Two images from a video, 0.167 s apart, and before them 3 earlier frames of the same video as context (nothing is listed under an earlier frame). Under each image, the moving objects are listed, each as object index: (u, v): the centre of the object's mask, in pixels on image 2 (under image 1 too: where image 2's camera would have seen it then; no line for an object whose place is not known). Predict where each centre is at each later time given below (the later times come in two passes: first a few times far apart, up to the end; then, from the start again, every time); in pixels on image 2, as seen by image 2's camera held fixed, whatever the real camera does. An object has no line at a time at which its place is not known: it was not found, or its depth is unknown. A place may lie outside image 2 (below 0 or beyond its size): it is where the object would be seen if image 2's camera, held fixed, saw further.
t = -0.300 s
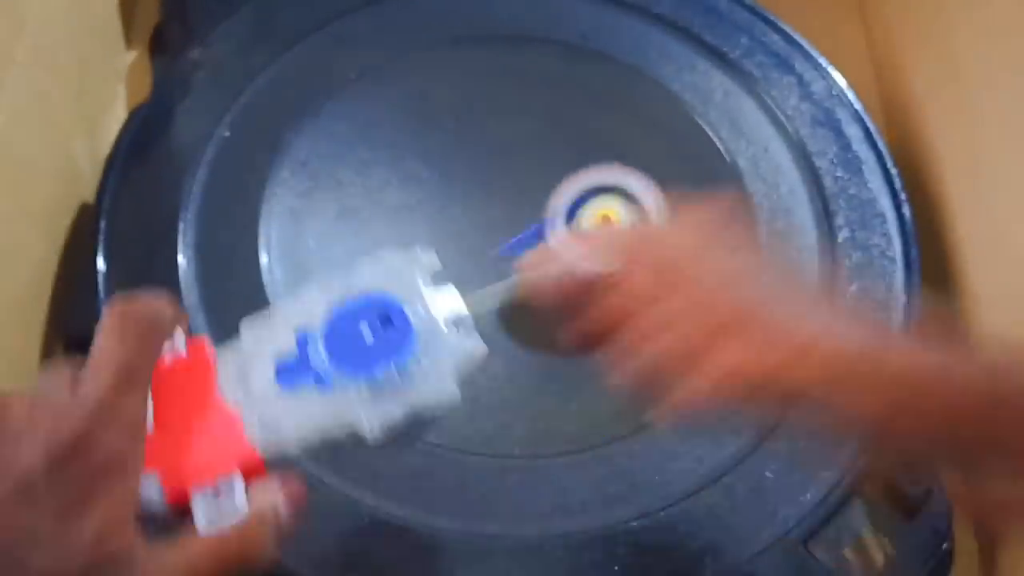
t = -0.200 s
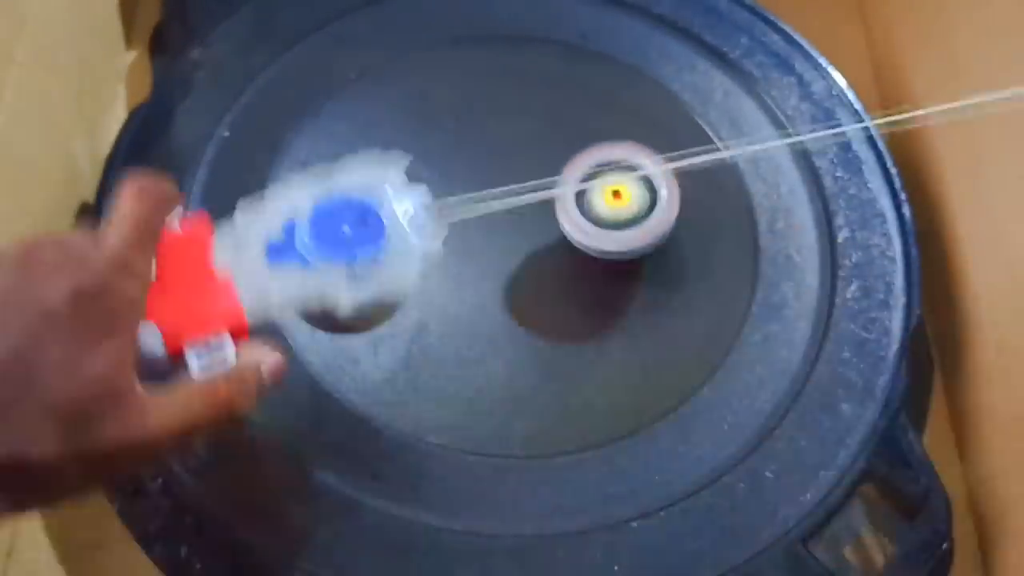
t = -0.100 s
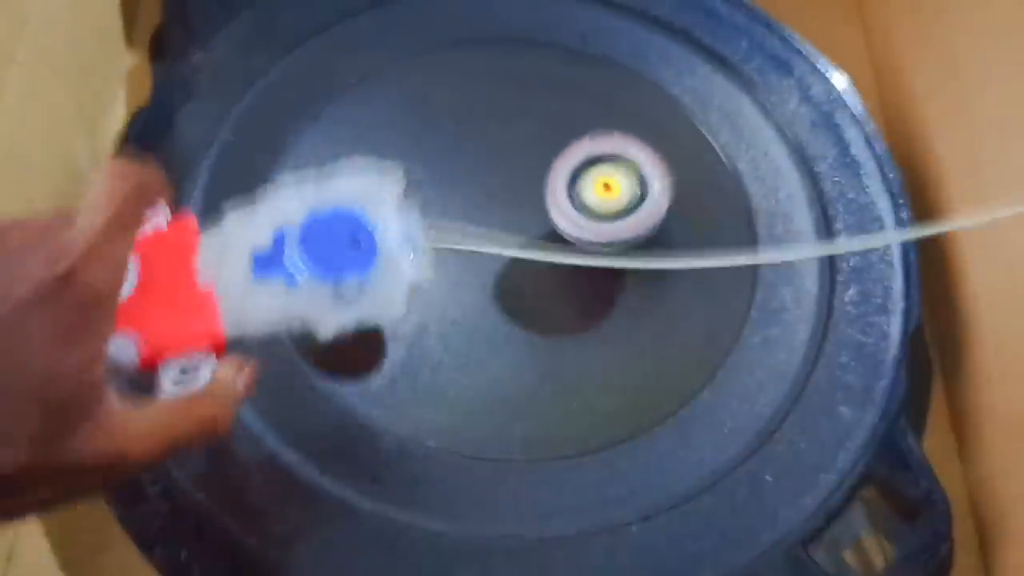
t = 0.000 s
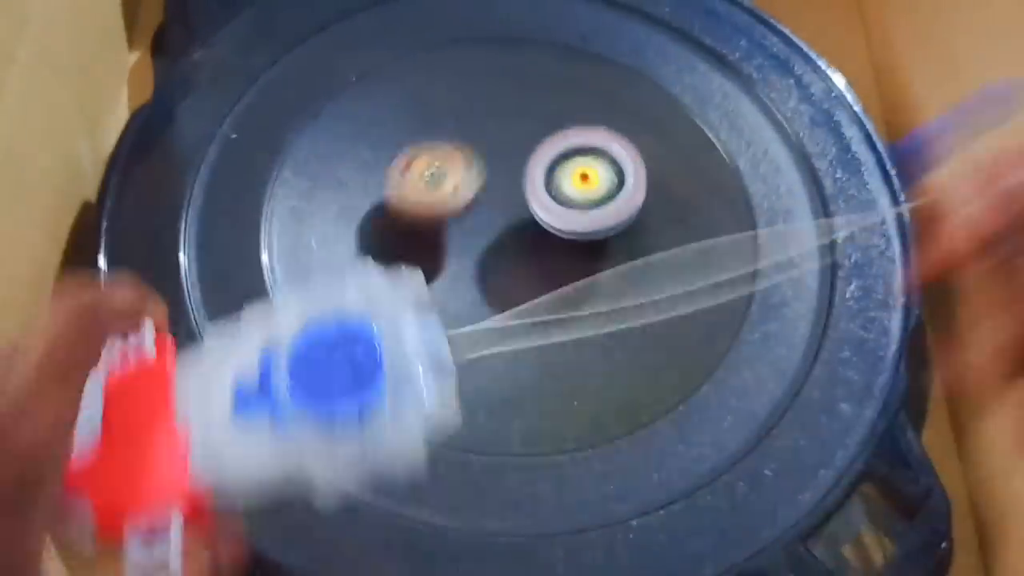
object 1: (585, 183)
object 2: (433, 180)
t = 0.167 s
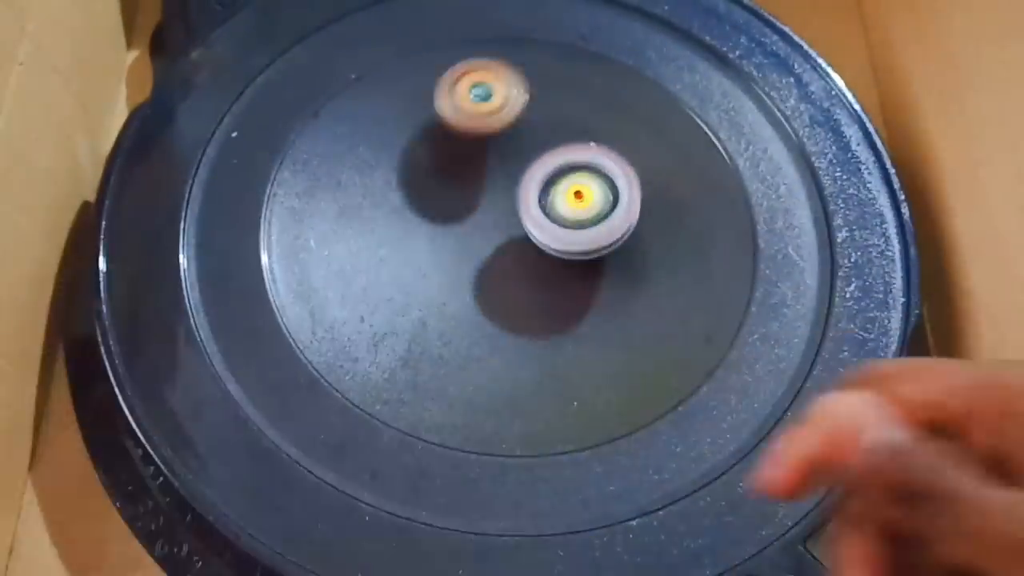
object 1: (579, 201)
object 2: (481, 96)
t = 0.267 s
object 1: (573, 212)
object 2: (533, 92)
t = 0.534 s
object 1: (562, 253)
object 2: (611, 152)
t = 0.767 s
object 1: (552, 281)
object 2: (617, 171)
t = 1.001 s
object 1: (540, 284)
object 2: (569, 187)
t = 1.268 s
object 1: (506, 268)
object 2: (525, 168)
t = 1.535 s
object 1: (454, 236)
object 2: (498, 155)
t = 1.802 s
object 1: (421, 233)
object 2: (497, 165)
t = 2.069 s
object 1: (429, 238)
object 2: (520, 190)
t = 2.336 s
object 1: (457, 233)
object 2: (587, 215)
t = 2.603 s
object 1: (474, 193)
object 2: (570, 257)
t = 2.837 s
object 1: (467, 166)
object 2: (536, 265)
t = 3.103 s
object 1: (467, 158)
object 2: (516, 260)
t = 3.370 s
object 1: (485, 155)
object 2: (516, 260)
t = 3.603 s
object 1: (510, 159)
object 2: (522, 267)
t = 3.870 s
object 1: (530, 159)
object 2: (517, 263)
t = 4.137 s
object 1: (544, 150)
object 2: (502, 282)
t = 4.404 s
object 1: (525, 160)
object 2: (474, 282)
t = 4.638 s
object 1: (550, 170)
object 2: (448, 299)
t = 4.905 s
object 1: (548, 190)
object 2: (462, 257)
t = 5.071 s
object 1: (561, 193)
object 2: (429, 267)
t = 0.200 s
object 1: (577, 204)
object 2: (497, 91)
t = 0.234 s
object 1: (575, 208)
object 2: (515, 89)
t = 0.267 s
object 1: (573, 212)
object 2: (533, 92)
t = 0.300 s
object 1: (571, 217)
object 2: (549, 98)
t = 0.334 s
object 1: (569, 222)
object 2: (564, 107)
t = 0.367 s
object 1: (567, 226)
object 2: (576, 117)
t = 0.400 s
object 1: (566, 230)
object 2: (587, 129)
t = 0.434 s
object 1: (565, 235)
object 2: (595, 141)
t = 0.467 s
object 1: (563, 241)
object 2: (600, 149)
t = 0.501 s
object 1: (562, 249)
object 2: (606, 148)
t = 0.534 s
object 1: (562, 253)
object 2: (611, 152)
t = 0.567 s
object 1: (563, 256)
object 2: (613, 159)
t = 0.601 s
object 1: (563, 257)
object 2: (614, 168)
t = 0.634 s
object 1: (562, 261)
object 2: (615, 175)
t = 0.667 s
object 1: (556, 270)
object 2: (617, 167)
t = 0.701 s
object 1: (554, 276)
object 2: (619, 165)
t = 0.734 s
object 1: (553, 279)
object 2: (618, 167)
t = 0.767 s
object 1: (552, 281)
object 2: (617, 171)
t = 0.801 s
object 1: (552, 282)
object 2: (614, 177)
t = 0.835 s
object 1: (552, 282)
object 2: (609, 183)
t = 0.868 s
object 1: (551, 282)
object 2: (602, 189)
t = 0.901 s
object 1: (549, 281)
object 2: (594, 193)
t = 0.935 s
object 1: (547, 282)
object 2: (585, 194)
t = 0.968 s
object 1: (543, 283)
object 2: (576, 190)
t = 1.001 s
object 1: (540, 284)
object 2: (569, 187)
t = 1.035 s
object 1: (537, 283)
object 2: (561, 184)
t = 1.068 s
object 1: (534, 283)
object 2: (555, 182)
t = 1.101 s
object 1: (530, 281)
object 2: (549, 179)
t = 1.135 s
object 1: (526, 280)
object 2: (544, 177)
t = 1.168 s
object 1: (522, 278)
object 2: (539, 175)
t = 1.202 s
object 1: (517, 275)
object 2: (534, 173)
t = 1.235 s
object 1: (512, 272)
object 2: (529, 171)
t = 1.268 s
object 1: (506, 268)
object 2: (525, 168)
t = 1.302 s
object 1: (500, 263)
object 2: (520, 165)
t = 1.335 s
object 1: (493, 259)
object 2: (515, 163)
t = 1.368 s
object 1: (487, 255)
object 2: (510, 161)
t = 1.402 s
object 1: (480, 251)
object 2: (507, 159)
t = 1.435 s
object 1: (473, 247)
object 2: (504, 158)
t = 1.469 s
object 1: (466, 243)
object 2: (502, 157)
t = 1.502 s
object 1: (461, 240)
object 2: (500, 156)
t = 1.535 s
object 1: (454, 236)
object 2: (498, 155)
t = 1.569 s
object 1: (448, 235)
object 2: (496, 154)
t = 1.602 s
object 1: (442, 233)
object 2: (495, 155)
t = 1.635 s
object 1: (439, 231)
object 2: (494, 156)
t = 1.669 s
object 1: (435, 231)
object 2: (494, 157)
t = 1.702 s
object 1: (430, 232)
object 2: (494, 158)
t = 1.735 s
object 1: (425, 232)
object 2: (496, 158)
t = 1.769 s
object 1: (423, 233)
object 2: (497, 161)
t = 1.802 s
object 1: (421, 233)
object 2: (497, 165)
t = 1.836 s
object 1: (421, 234)
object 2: (496, 169)
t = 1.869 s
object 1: (420, 235)
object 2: (495, 173)
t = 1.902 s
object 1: (418, 238)
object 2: (499, 172)
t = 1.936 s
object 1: (417, 239)
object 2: (504, 172)
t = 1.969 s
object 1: (421, 239)
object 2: (507, 176)
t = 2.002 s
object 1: (424, 239)
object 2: (510, 181)
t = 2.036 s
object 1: (428, 238)
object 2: (513, 186)
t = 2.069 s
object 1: (429, 238)
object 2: (520, 190)
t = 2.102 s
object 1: (431, 239)
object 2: (528, 193)
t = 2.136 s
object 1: (435, 239)
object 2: (536, 195)
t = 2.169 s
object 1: (440, 238)
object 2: (540, 199)
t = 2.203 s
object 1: (441, 237)
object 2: (552, 199)
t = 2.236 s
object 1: (442, 238)
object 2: (567, 197)
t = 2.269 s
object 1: (446, 238)
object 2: (576, 201)
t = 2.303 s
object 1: (451, 236)
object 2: (582, 208)
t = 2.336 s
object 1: (457, 233)
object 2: (587, 215)
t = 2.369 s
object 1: (460, 230)
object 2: (588, 222)
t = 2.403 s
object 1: (464, 225)
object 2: (589, 228)
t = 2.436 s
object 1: (467, 220)
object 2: (587, 234)
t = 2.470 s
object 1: (470, 215)
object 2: (585, 239)
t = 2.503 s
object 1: (472, 211)
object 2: (582, 244)
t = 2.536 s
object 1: (474, 205)
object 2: (578, 249)
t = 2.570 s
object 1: (474, 199)
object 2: (575, 254)
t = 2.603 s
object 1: (474, 193)
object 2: (570, 257)
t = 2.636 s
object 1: (474, 188)
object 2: (564, 260)
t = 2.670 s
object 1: (474, 183)
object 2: (557, 261)
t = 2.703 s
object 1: (474, 180)
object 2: (550, 261)
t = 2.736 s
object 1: (474, 178)
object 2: (542, 261)
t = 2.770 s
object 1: (470, 172)
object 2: (543, 265)
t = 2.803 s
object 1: (468, 168)
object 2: (541, 266)
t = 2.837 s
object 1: (467, 166)
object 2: (536, 265)
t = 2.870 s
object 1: (467, 164)
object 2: (530, 265)
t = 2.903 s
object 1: (466, 164)
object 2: (525, 263)
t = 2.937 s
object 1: (466, 164)
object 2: (520, 260)
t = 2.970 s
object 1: (465, 163)
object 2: (518, 259)
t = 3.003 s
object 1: (464, 161)
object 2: (519, 260)
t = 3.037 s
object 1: (465, 161)
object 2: (516, 258)
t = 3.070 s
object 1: (466, 161)
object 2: (514, 257)
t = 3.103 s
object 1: (467, 158)
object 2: (516, 260)
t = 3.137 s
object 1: (467, 156)
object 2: (515, 261)
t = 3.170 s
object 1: (469, 156)
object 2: (513, 260)
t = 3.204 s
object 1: (471, 157)
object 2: (512, 259)
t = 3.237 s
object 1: (475, 158)
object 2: (512, 257)
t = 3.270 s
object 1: (478, 157)
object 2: (515, 261)
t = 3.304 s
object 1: (481, 155)
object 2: (515, 261)
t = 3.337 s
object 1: (483, 155)
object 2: (515, 261)
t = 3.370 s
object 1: (485, 155)
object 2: (516, 260)
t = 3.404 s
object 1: (489, 157)
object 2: (516, 260)
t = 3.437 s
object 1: (492, 159)
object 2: (517, 258)
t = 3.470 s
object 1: (496, 159)
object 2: (520, 261)
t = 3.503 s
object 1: (499, 160)
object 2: (520, 262)
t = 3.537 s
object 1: (502, 161)
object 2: (520, 262)
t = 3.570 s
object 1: (506, 161)
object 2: (521, 262)
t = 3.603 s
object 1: (510, 159)
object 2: (522, 267)
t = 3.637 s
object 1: (513, 159)
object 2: (520, 266)
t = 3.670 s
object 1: (516, 159)
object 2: (519, 266)
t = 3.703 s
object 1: (518, 159)
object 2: (518, 264)
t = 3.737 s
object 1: (521, 160)
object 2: (518, 263)
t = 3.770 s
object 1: (523, 160)
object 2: (519, 263)
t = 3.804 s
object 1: (526, 160)
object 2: (519, 262)
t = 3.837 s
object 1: (529, 159)
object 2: (518, 263)
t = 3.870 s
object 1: (530, 159)
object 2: (517, 263)
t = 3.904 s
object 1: (532, 160)
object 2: (517, 261)
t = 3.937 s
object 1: (533, 160)
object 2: (517, 261)
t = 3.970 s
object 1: (535, 159)
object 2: (516, 265)
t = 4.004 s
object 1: (537, 158)
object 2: (513, 265)
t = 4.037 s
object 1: (537, 160)
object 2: (511, 264)
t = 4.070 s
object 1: (538, 161)
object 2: (510, 262)
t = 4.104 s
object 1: (539, 163)
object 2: (508, 261)
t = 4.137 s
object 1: (544, 150)
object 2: (502, 282)
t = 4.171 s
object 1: (546, 144)
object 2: (498, 289)
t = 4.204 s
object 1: (544, 142)
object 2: (495, 291)
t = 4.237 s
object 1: (541, 141)
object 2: (491, 290)
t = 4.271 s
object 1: (538, 142)
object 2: (488, 289)
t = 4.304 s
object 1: (534, 145)
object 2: (484, 288)
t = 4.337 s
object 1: (530, 148)
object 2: (481, 287)
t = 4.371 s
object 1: (528, 153)
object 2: (478, 285)
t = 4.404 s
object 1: (525, 160)
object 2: (474, 282)
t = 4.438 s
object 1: (525, 166)
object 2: (474, 277)
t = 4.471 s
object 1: (526, 173)
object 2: (473, 274)
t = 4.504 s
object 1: (526, 180)
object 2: (474, 270)
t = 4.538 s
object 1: (534, 179)
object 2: (465, 285)
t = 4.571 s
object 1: (545, 173)
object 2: (455, 295)
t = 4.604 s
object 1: (549, 171)
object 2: (450, 302)
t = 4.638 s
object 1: (550, 170)
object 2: (448, 299)
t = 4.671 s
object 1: (551, 170)
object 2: (447, 295)
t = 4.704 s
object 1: (550, 171)
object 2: (446, 290)
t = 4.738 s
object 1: (550, 171)
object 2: (445, 284)
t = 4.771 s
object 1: (550, 175)
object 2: (446, 280)
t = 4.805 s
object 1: (549, 177)
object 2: (448, 274)
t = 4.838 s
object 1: (549, 182)
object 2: (451, 269)
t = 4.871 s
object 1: (549, 186)
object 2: (457, 263)
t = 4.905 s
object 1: (548, 190)
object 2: (462, 257)
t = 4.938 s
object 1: (557, 188)
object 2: (449, 267)
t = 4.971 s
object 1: (561, 187)
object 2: (437, 273)
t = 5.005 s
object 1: (561, 189)
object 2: (433, 275)
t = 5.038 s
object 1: (562, 191)
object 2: (431, 272)
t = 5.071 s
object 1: (561, 193)
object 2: (429, 267)
